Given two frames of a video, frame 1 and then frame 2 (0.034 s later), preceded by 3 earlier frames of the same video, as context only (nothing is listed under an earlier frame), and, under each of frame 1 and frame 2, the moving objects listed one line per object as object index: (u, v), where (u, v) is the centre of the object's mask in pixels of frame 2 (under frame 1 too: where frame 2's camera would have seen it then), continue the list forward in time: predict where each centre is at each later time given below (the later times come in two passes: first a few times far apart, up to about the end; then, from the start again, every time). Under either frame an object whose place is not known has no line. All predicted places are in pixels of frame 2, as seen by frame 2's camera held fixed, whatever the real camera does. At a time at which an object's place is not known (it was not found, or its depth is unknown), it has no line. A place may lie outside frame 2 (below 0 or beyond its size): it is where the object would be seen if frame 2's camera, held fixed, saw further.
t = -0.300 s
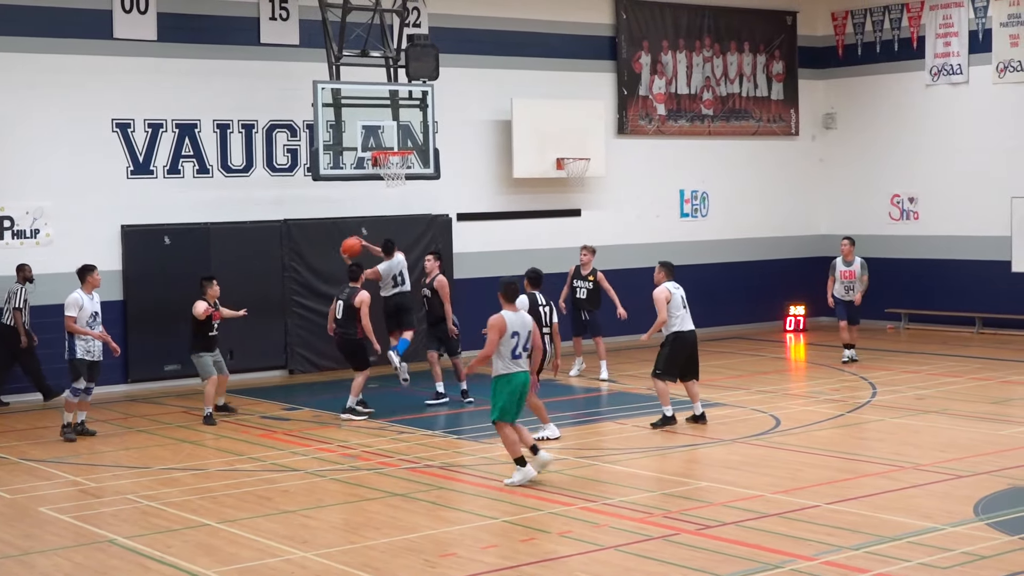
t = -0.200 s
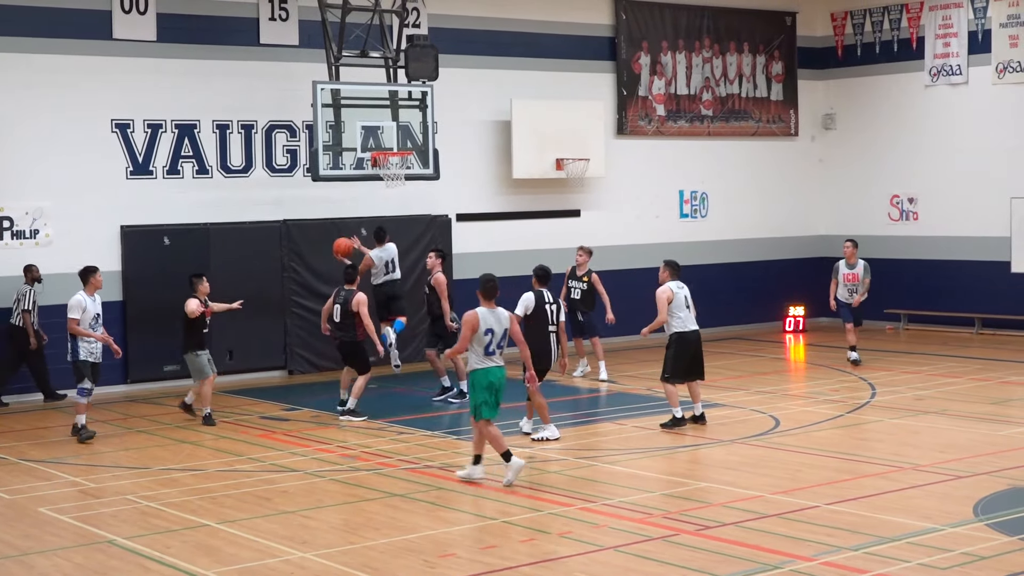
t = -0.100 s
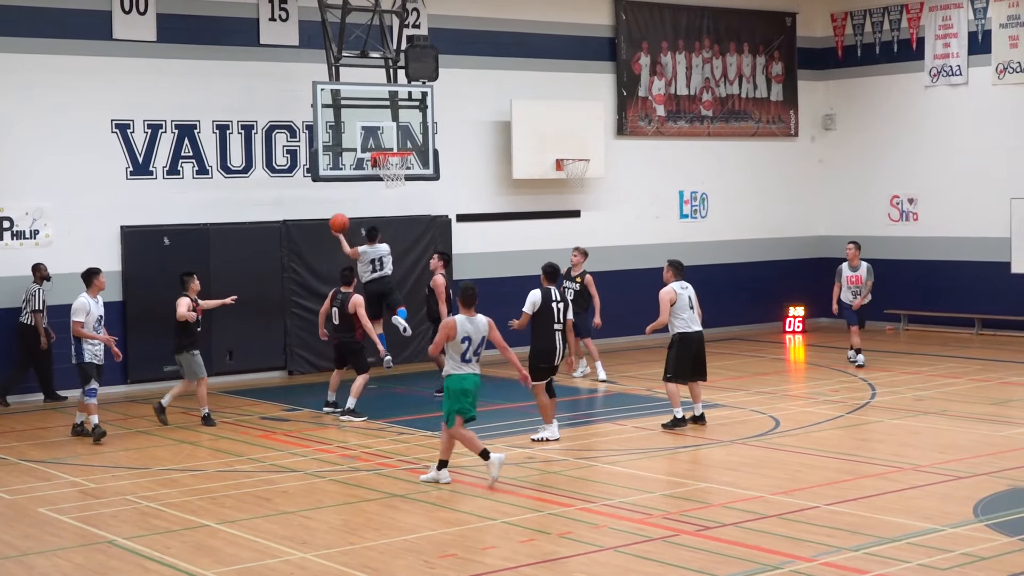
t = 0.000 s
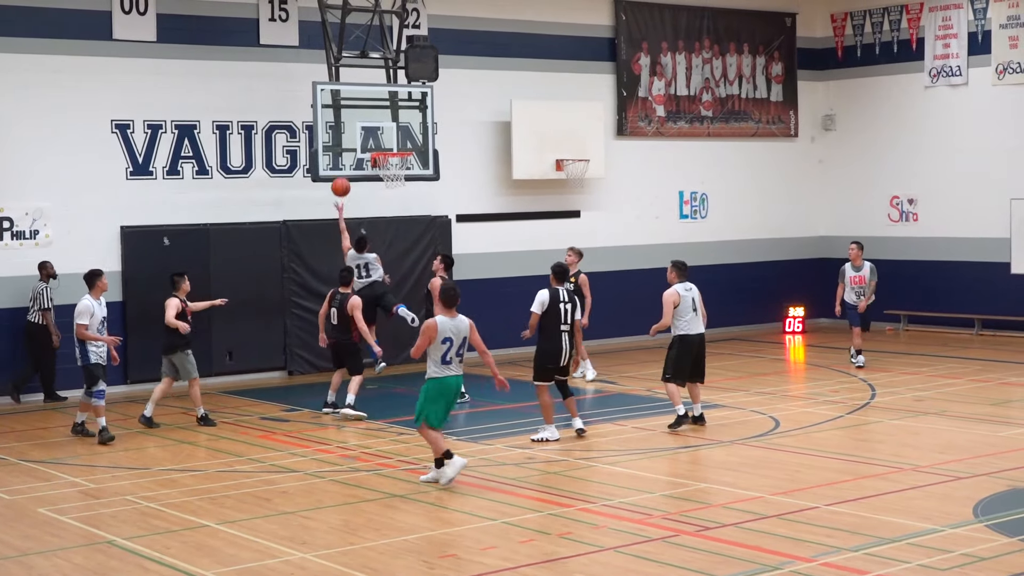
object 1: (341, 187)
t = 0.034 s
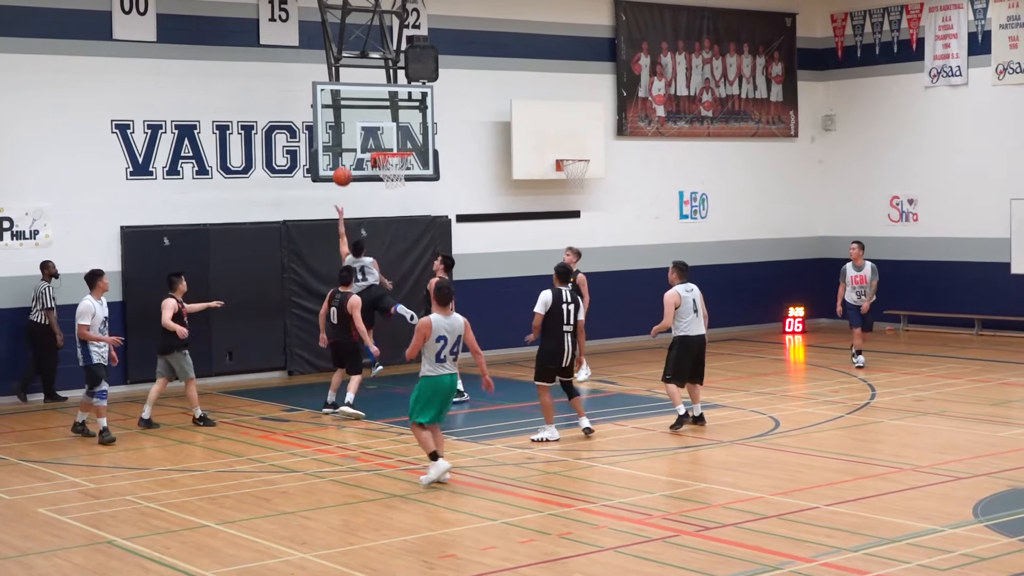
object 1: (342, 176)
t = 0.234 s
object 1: (353, 131)
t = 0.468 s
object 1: (365, 120)
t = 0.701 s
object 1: (389, 137)
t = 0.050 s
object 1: (343, 171)
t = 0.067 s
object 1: (344, 166)
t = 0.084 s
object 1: (345, 162)
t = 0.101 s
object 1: (346, 157)
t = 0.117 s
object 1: (347, 154)
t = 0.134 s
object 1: (348, 150)
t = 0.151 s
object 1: (349, 146)
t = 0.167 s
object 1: (349, 143)
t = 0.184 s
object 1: (350, 139)
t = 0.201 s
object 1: (351, 137)
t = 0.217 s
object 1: (352, 134)
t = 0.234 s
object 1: (353, 131)
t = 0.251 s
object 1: (354, 129)
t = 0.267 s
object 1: (355, 127)
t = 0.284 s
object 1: (356, 125)
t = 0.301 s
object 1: (357, 124)
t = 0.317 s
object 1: (358, 122)
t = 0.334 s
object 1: (359, 121)
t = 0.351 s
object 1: (360, 120)
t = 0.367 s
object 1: (360, 120)
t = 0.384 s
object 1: (361, 119)
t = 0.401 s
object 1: (362, 119)
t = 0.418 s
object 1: (363, 119)
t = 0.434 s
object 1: (364, 119)
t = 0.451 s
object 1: (365, 120)
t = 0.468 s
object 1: (365, 120)
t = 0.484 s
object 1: (367, 121)
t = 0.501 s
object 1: (367, 122)
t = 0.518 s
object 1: (369, 122)
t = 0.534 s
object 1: (370, 123)
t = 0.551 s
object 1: (372, 123)
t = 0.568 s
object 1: (374, 124)
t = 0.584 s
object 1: (377, 125)
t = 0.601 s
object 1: (378, 126)
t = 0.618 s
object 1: (380, 127)
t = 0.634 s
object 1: (382, 128)
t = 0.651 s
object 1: (384, 130)
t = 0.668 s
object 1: (386, 132)
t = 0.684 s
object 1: (388, 134)
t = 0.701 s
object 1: (389, 137)
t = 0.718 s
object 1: (391, 140)
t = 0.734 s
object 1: (393, 143)
